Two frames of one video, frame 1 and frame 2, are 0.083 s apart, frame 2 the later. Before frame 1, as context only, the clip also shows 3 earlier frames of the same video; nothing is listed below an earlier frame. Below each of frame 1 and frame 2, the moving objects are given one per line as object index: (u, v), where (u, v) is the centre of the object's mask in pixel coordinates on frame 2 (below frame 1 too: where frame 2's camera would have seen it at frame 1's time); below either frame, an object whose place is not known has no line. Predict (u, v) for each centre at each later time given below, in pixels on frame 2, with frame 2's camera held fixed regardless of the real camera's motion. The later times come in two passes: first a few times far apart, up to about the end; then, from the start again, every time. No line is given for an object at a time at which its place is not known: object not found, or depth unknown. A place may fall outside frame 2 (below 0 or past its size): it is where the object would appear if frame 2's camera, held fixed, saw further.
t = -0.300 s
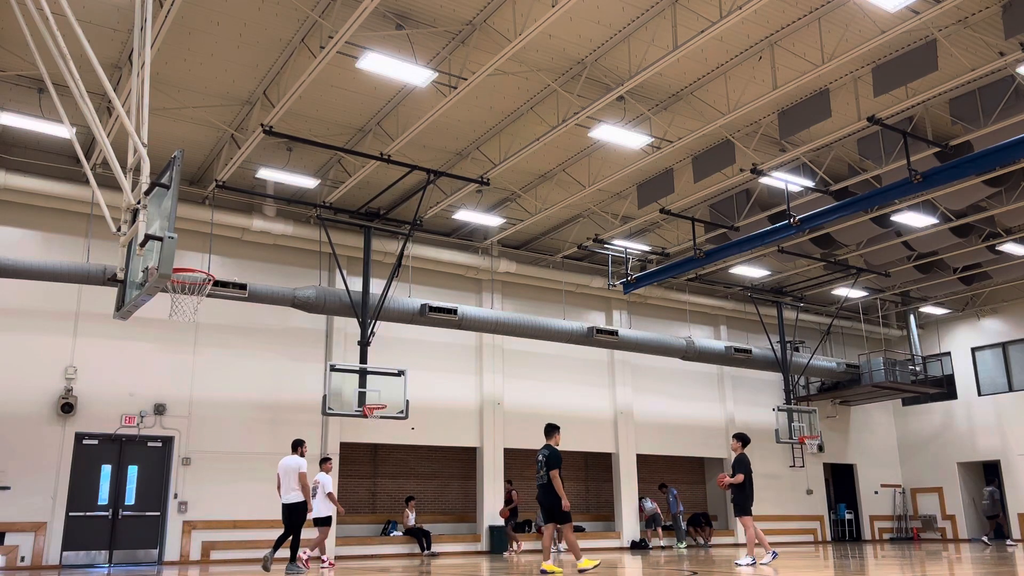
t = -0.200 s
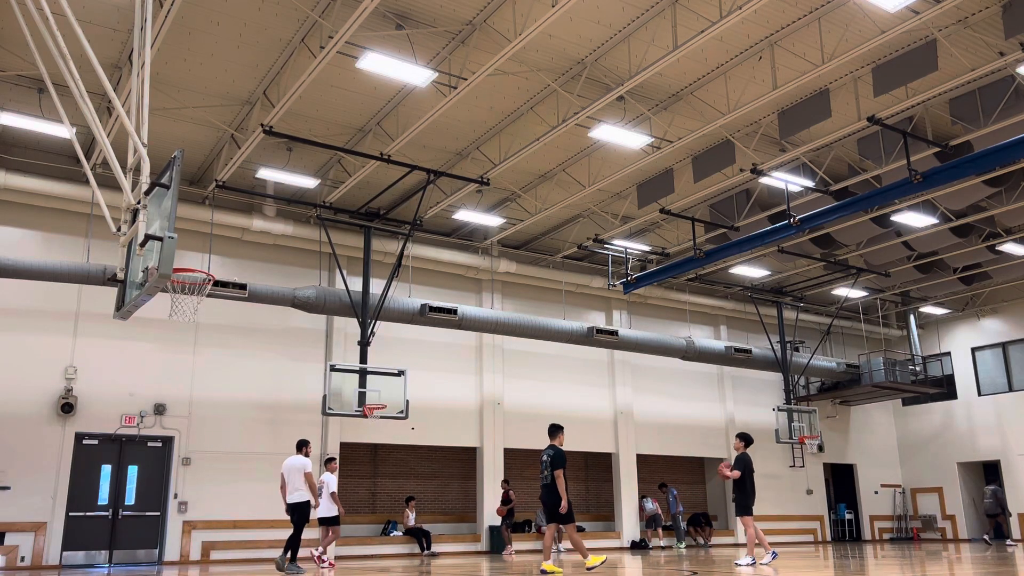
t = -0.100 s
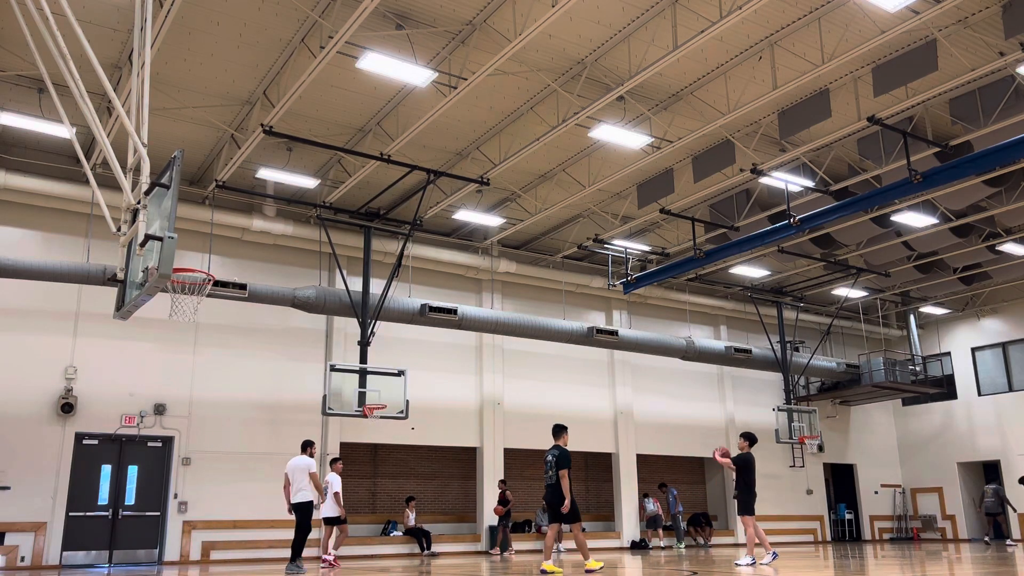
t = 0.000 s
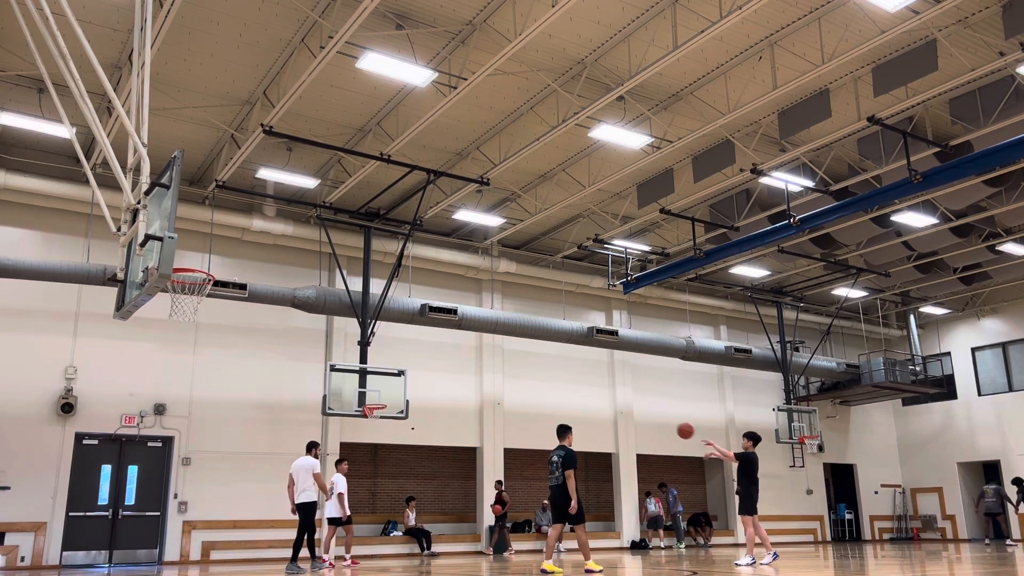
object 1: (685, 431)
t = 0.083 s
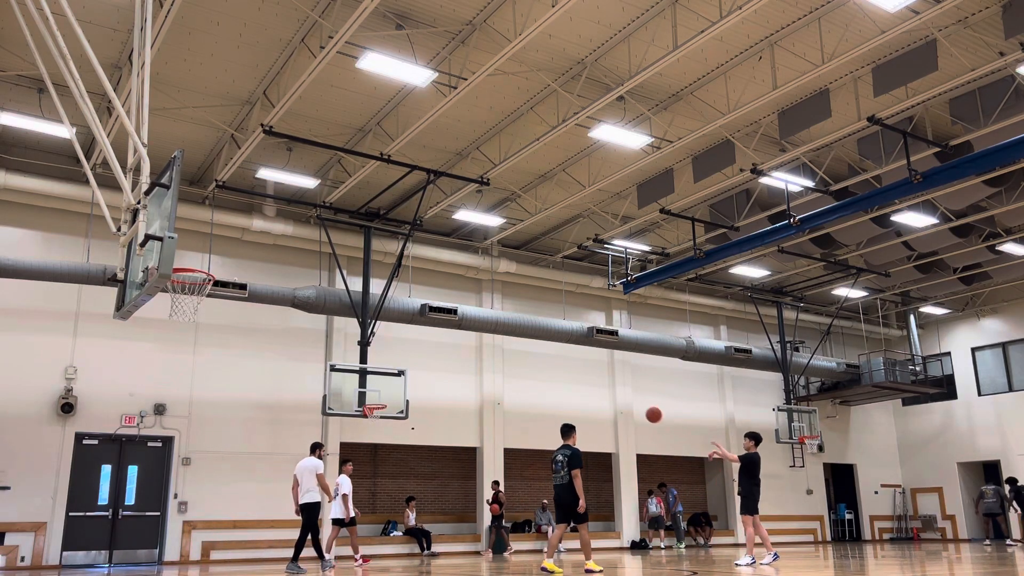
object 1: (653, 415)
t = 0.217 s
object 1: (606, 400)
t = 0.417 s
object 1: (543, 399)
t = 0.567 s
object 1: (499, 415)
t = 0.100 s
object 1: (647, 413)
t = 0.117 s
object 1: (641, 410)
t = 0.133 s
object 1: (635, 408)
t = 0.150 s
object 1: (629, 406)
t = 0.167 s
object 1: (623, 404)
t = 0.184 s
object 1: (618, 403)
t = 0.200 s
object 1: (612, 401)
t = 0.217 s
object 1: (606, 400)
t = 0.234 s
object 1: (601, 399)
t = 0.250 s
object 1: (595, 398)
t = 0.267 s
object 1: (590, 397)
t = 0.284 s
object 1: (584, 397)
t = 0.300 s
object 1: (579, 397)
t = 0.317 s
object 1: (574, 396)
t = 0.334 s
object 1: (568, 396)
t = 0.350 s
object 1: (563, 397)
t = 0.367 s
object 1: (558, 397)
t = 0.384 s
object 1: (553, 398)
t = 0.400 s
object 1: (548, 399)
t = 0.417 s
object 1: (543, 399)
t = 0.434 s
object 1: (538, 400)
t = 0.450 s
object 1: (533, 402)
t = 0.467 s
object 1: (528, 403)
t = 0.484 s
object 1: (523, 405)
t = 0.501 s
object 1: (518, 407)
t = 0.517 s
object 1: (513, 409)
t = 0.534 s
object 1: (509, 410)
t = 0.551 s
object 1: (504, 413)
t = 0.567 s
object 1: (499, 415)
